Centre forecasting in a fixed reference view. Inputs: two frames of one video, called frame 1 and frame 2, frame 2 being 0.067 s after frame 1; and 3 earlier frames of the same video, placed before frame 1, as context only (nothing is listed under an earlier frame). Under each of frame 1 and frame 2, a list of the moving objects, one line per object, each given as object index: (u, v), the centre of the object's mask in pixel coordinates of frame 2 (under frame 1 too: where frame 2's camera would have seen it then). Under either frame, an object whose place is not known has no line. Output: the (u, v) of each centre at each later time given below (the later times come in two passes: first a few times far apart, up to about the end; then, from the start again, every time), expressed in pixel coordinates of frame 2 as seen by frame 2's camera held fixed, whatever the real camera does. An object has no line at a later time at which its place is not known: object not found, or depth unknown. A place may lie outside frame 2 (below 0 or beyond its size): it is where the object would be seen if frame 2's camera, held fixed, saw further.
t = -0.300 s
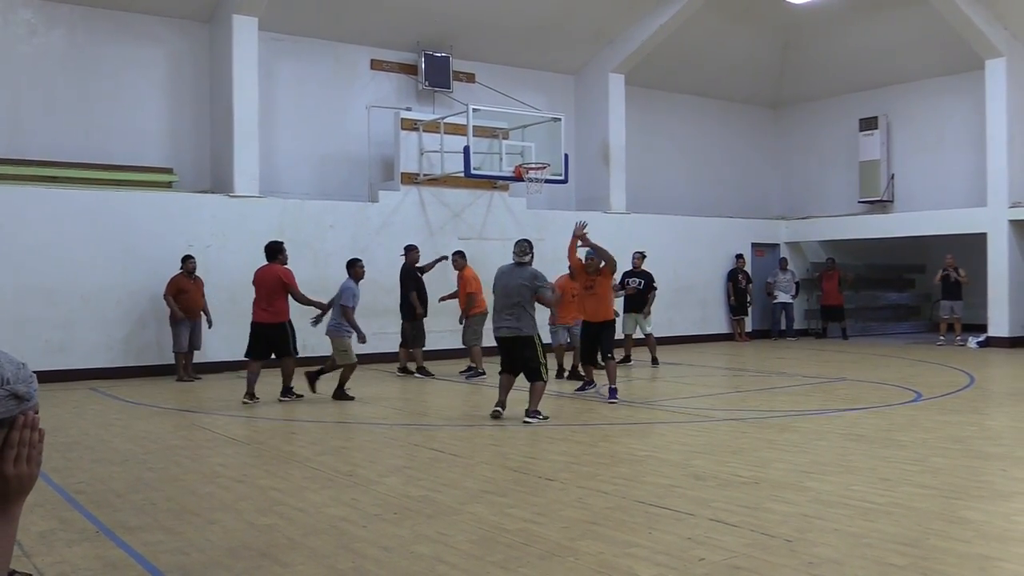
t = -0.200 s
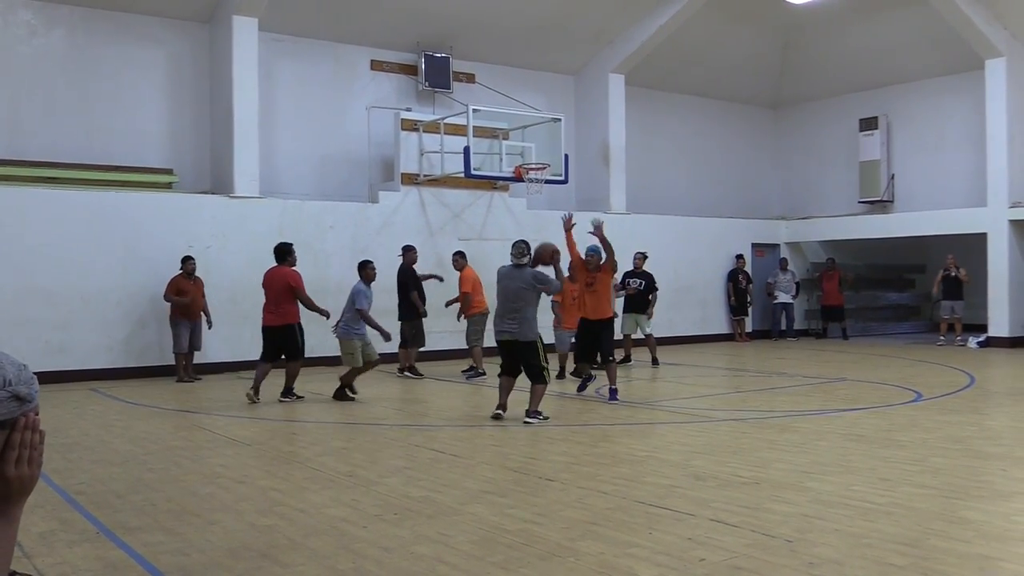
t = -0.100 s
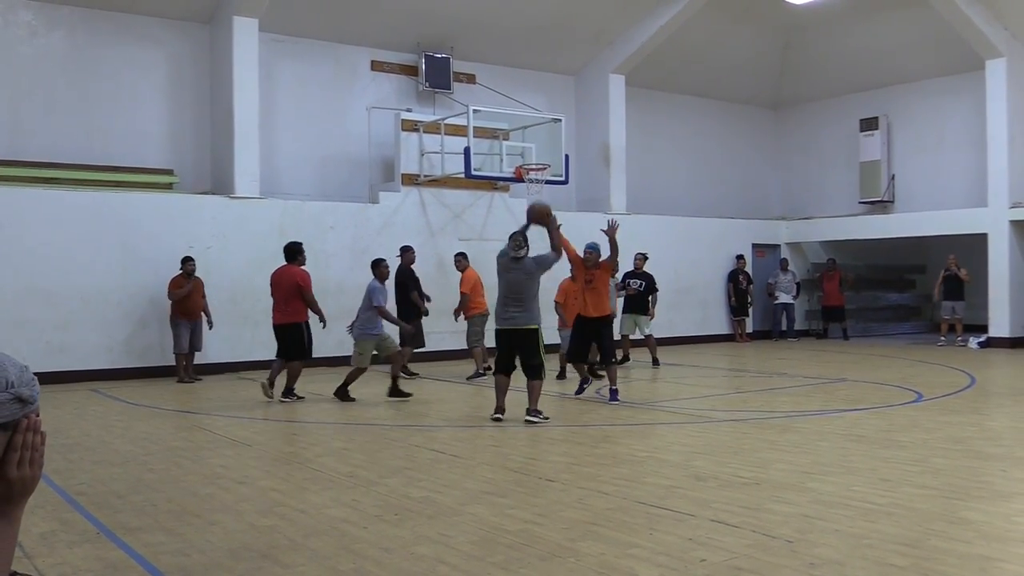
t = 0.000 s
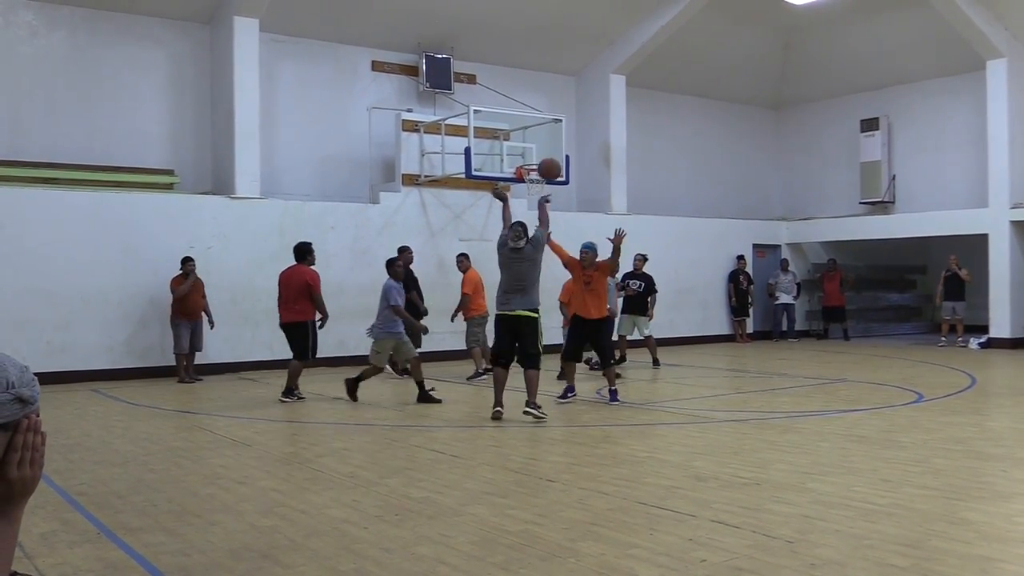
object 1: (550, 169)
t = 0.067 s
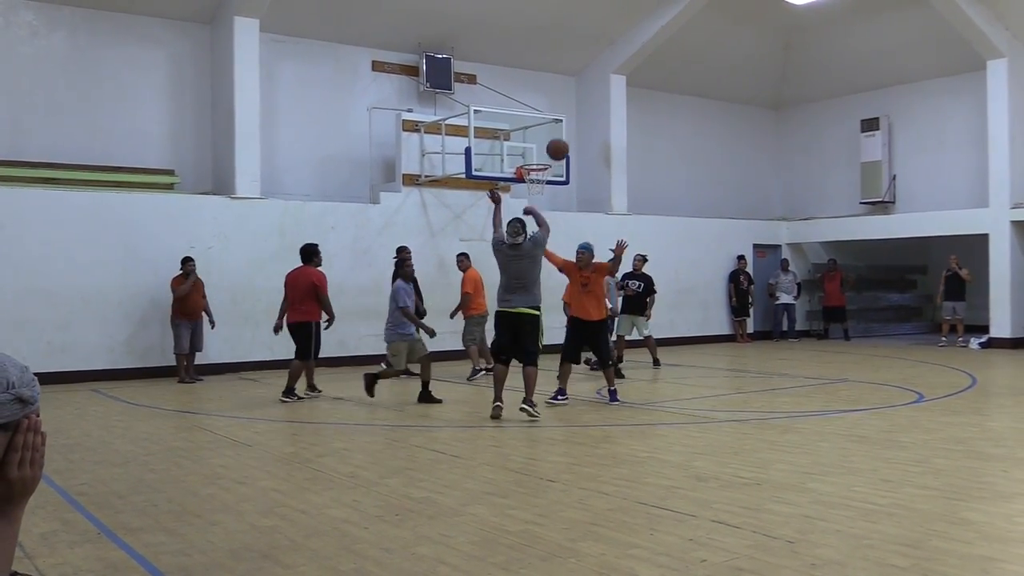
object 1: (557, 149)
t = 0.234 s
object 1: (576, 121)
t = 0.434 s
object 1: (595, 120)
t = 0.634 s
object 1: (611, 146)
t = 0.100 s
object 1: (561, 141)
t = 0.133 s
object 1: (565, 134)
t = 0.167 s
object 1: (569, 129)
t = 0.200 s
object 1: (572, 124)
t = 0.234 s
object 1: (576, 121)
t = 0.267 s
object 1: (579, 119)
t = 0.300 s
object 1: (582, 117)
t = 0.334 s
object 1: (585, 116)
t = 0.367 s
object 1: (589, 117)
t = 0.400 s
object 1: (592, 118)
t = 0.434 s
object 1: (595, 120)
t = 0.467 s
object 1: (598, 122)
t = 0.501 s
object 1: (601, 126)
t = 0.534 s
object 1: (603, 130)
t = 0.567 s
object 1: (606, 135)
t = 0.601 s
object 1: (609, 140)
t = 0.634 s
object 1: (611, 146)
